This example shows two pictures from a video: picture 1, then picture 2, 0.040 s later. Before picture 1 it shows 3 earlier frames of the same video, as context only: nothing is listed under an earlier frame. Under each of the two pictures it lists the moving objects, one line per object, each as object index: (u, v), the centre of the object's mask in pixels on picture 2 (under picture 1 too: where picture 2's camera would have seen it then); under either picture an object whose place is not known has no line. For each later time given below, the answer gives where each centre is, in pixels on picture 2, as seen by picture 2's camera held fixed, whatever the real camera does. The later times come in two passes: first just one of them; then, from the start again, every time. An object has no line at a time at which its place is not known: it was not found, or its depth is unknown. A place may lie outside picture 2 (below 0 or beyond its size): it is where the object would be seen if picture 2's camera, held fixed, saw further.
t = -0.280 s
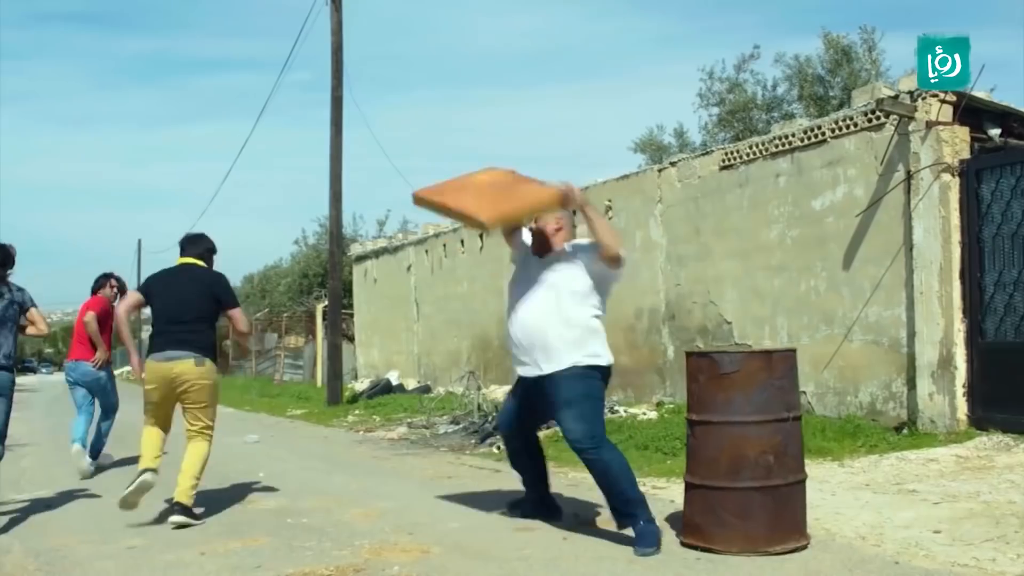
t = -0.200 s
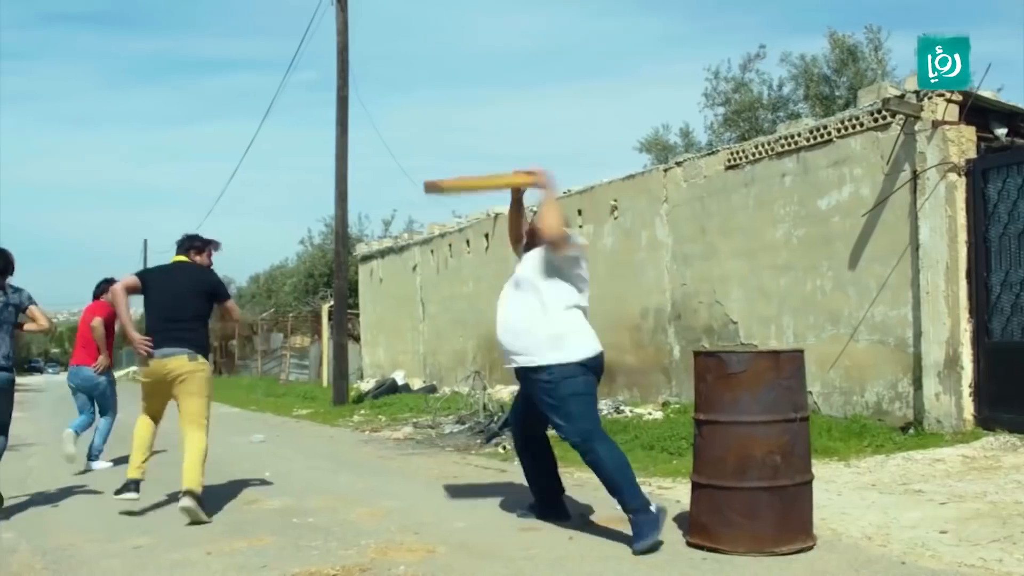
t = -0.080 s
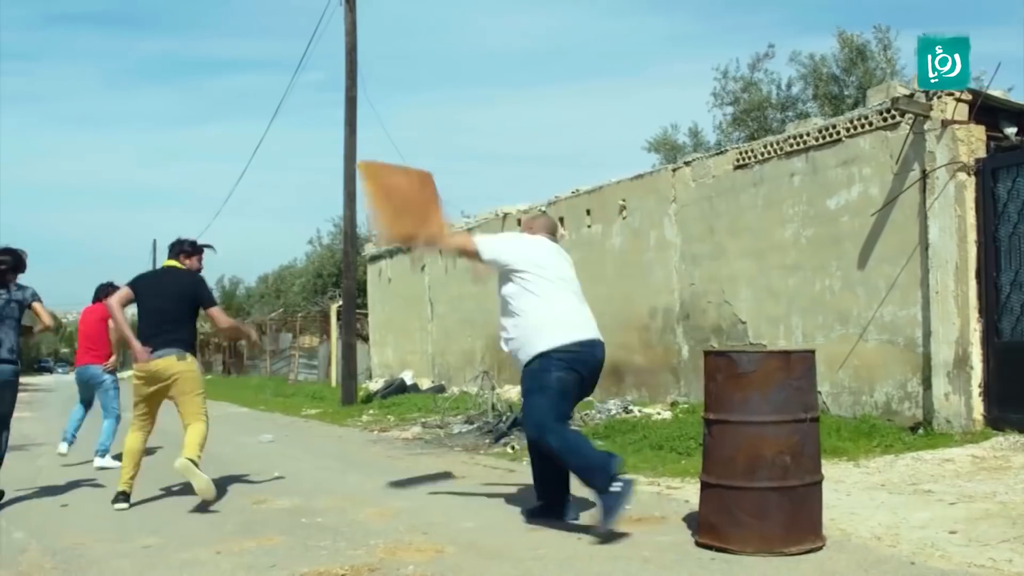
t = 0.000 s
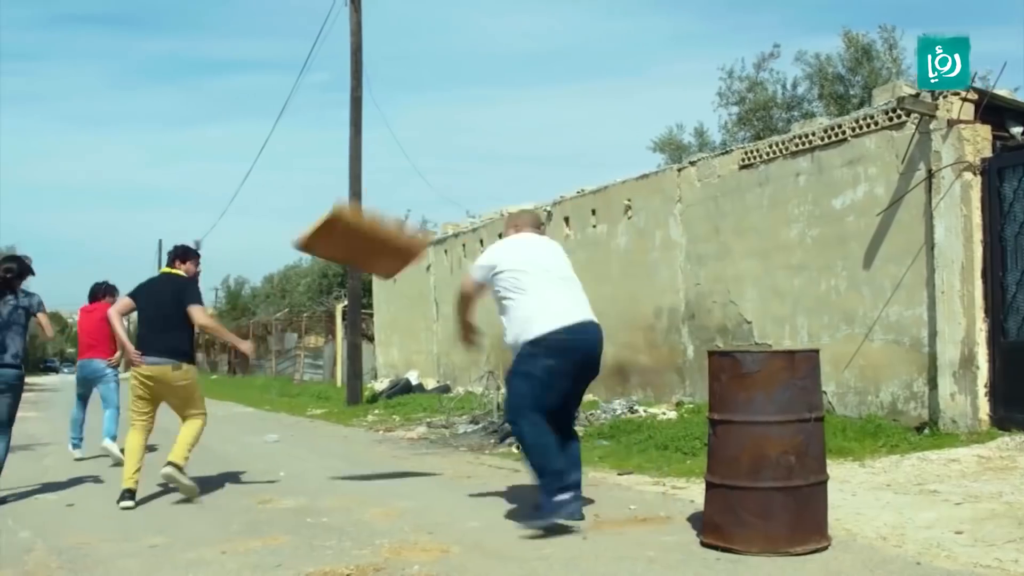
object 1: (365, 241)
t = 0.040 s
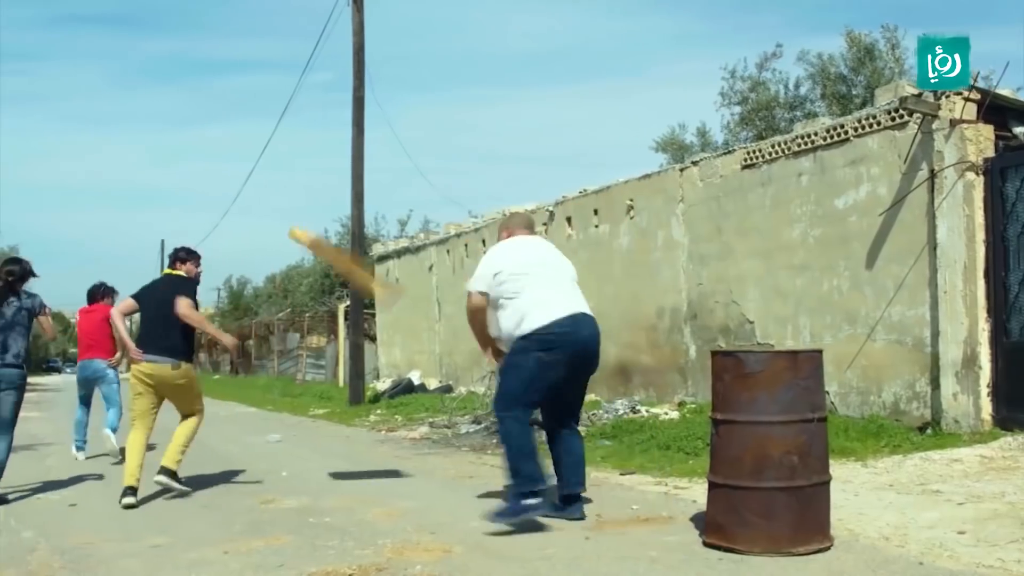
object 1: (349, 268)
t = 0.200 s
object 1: (273, 344)
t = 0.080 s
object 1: (324, 287)
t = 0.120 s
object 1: (307, 307)
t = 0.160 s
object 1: (291, 327)
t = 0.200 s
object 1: (273, 344)
